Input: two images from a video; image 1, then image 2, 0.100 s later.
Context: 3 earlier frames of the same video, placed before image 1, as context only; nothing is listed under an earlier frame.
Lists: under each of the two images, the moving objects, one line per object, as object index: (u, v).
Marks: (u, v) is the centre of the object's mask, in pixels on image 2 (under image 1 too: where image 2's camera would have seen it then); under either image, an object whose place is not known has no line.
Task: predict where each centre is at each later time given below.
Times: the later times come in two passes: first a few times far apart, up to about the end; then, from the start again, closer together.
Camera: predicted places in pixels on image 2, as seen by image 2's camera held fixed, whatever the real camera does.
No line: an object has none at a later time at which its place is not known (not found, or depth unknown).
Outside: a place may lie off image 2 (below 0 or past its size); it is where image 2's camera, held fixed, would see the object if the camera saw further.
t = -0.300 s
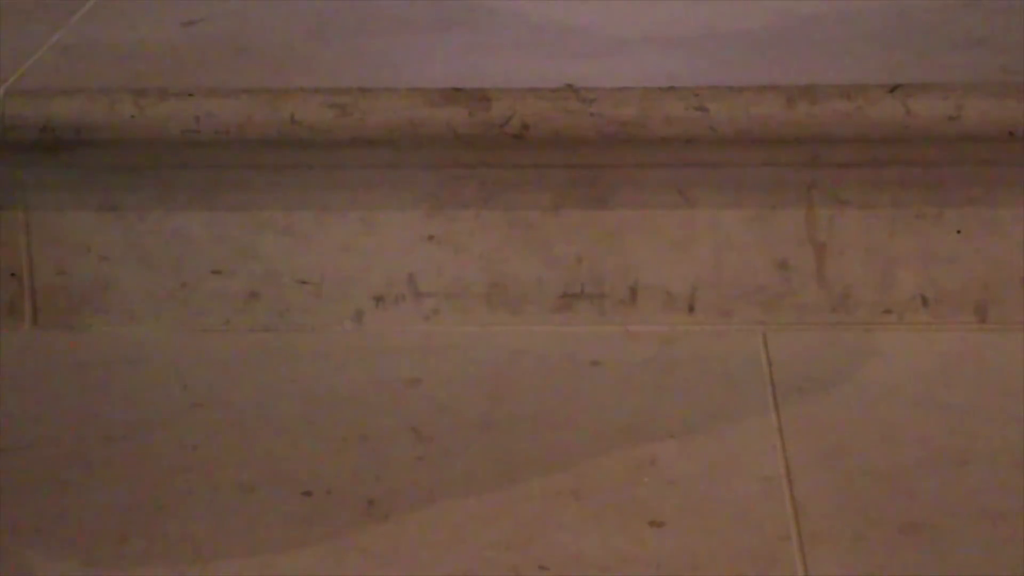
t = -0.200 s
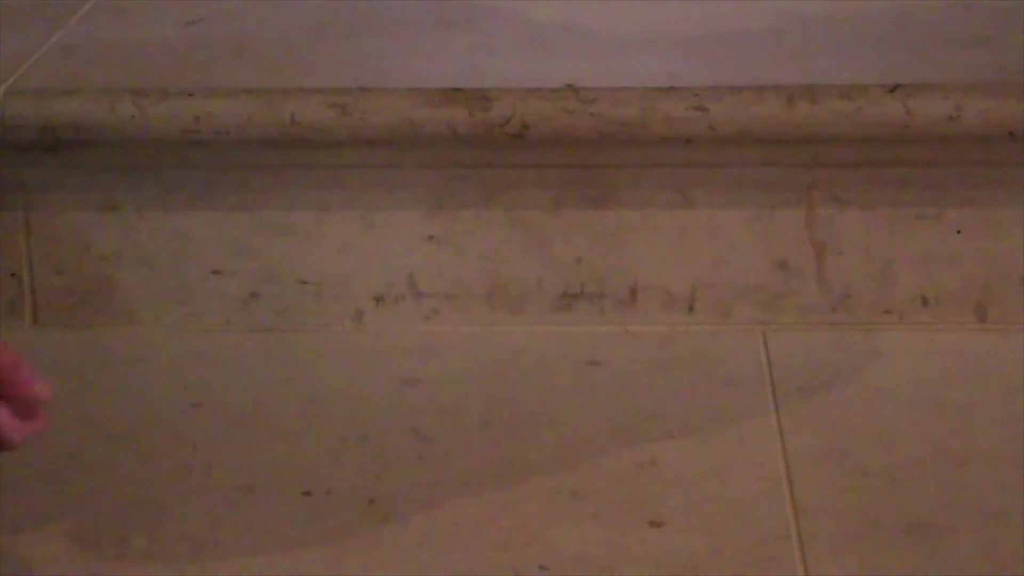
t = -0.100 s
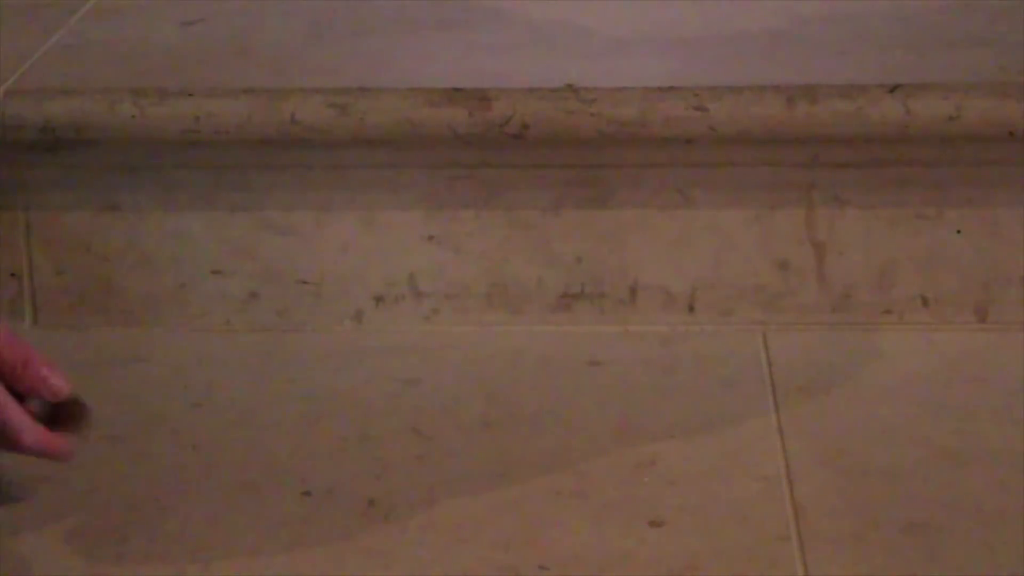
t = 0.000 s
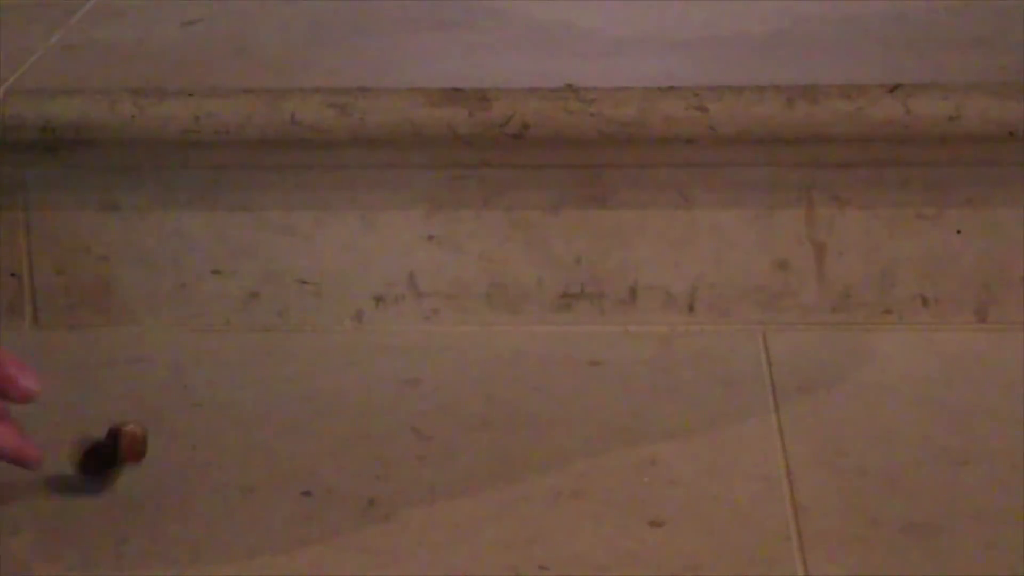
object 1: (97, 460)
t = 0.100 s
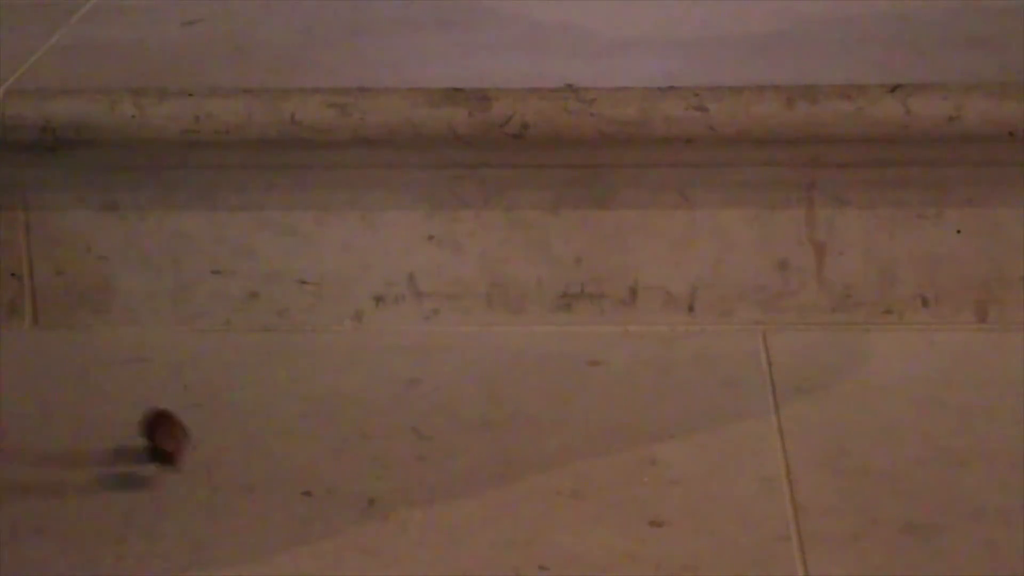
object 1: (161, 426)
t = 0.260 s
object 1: (251, 410)
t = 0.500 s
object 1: (334, 377)
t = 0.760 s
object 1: (387, 383)
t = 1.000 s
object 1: (368, 398)
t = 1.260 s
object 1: (372, 405)
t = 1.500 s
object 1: (369, 404)
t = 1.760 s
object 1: (369, 404)
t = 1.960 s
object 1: (369, 404)
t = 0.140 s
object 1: (188, 423)
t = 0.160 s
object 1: (198, 418)
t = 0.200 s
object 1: (220, 421)
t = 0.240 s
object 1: (241, 409)
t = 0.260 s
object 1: (251, 410)
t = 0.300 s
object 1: (272, 401)
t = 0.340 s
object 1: (289, 394)
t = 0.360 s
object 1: (295, 393)
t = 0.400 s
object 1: (307, 382)
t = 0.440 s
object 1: (316, 379)
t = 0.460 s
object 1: (321, 376)
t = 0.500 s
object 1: (334, 377)
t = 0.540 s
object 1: (346, 374)
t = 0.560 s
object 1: (353, 374)
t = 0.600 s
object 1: (365, 375)
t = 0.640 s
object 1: (375, 374)
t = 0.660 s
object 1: (378, 375)
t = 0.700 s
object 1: (384, 380)
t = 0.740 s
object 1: (387, 382)
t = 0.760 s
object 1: (387, 383)
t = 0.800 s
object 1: (387, 385)
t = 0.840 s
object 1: (386, 388)
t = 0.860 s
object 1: (385, 389)
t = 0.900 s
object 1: (381, 390)
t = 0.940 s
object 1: (375, 393)
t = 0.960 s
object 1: (373, 394)
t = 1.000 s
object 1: (368, 398)
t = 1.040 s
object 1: (362, 404)
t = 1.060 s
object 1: (360, 404)
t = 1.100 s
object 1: (358, 404)
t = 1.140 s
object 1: (358, 404)
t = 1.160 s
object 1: (360, 404)
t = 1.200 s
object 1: (366, 405)
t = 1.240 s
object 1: (371, 405)
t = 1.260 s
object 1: (372, 405)
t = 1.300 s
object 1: (371, 404)
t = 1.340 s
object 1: (369, 404)
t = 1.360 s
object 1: (369, 404)
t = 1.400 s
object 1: (369, 404)
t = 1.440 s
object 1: (369, 404)
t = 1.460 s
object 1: (369, 404)
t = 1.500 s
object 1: (369, 404)
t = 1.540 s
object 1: (369, 404)
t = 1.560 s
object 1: (369, 404)
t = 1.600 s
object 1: (369, 404)
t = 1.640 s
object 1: (369, 404)
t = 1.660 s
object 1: (369, 404)
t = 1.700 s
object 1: (369, 404)
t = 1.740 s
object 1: (369, 404)
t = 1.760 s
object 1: (369, 404)
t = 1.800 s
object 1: (369, 404)
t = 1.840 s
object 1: (369, 405)
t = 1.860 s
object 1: (369, 404)
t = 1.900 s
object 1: (369, 404)
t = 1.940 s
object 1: (369, 404)
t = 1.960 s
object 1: (369, 404)
